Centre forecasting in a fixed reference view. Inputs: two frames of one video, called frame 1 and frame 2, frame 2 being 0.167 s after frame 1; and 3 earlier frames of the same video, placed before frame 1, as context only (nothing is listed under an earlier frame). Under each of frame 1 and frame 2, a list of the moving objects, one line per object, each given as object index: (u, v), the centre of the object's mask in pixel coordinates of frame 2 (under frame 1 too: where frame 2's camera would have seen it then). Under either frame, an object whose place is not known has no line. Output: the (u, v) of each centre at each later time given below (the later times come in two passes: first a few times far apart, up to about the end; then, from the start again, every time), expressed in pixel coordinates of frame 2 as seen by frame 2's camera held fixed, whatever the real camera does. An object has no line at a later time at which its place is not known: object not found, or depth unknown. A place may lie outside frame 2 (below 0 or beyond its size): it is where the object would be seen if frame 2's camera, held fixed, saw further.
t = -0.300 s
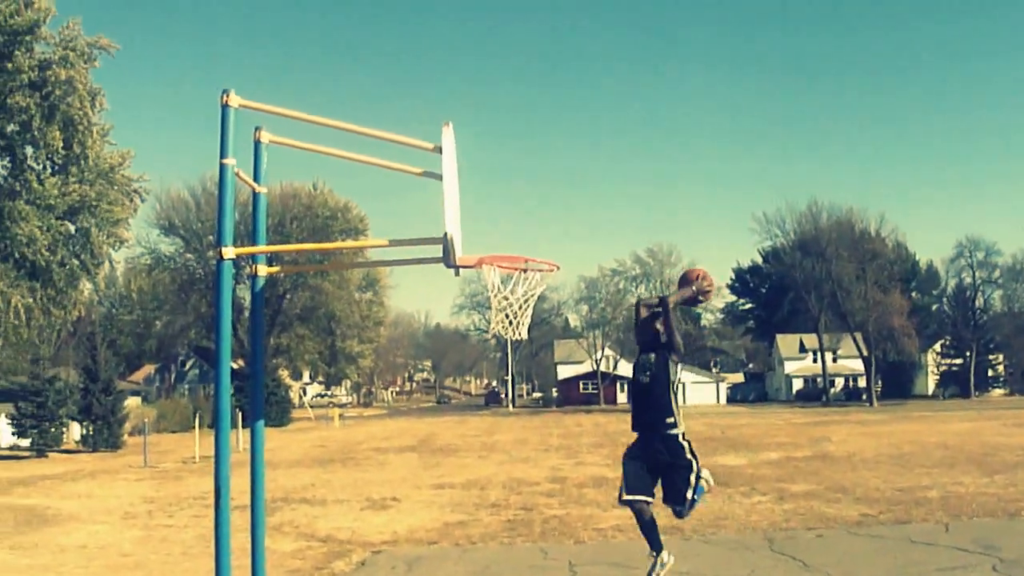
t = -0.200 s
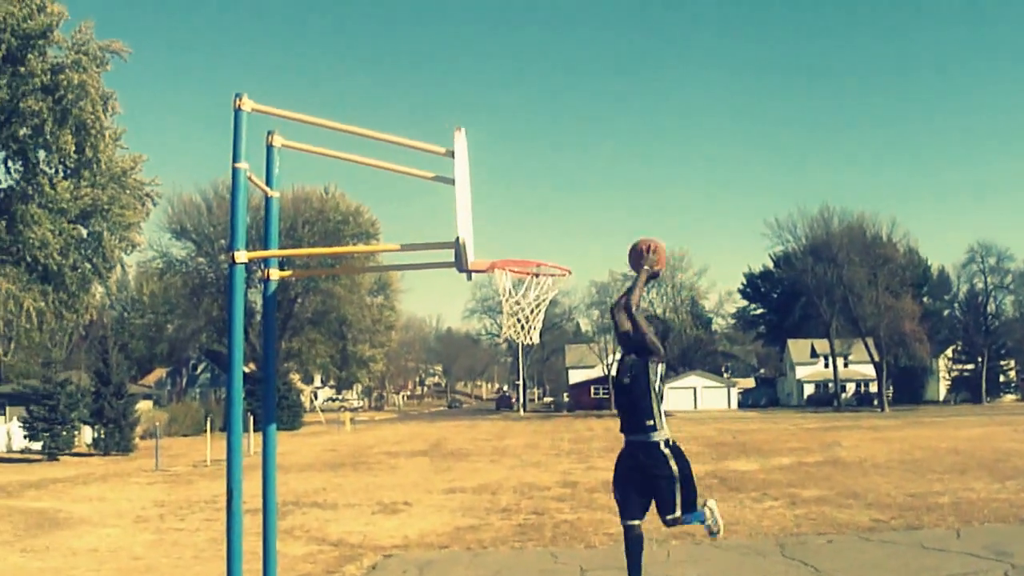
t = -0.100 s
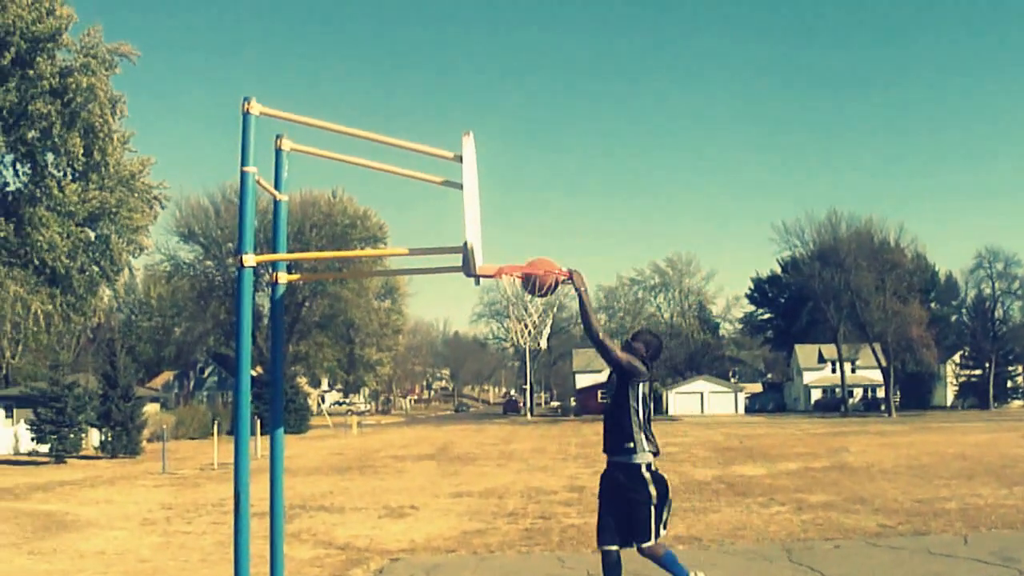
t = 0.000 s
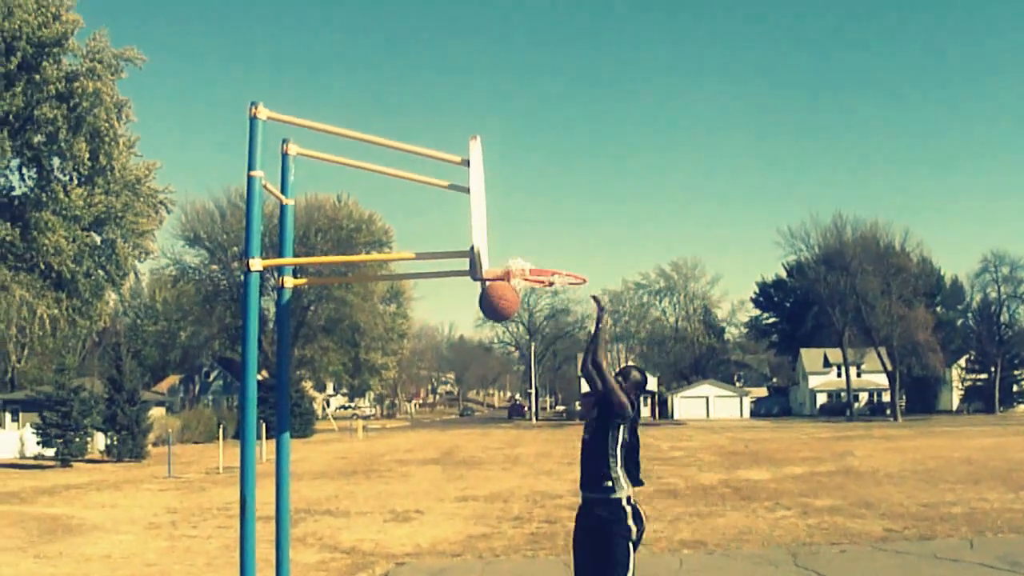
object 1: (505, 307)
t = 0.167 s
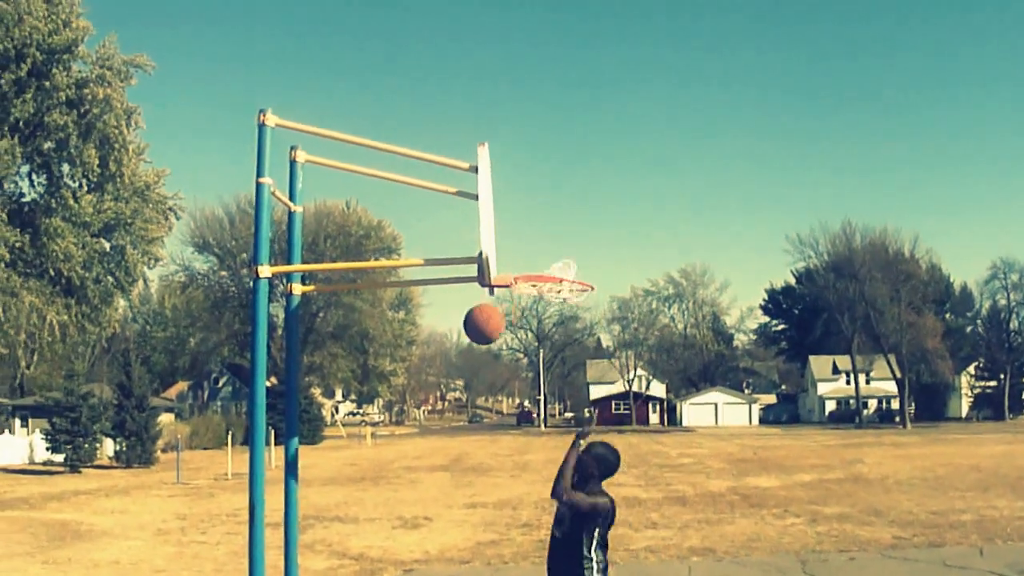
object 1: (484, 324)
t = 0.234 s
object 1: (475, 344)
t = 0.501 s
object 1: (433, 501)
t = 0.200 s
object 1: (479, 333)
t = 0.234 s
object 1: (475, 344)
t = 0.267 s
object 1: (470, 357)
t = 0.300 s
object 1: (465, 372)
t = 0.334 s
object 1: (460, 388)
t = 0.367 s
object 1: (455, 406)
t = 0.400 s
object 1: (450, 427)
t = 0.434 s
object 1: (444, 450)
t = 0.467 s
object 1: (440, 474)
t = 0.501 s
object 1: (433, 501)
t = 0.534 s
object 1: (428, 528)
